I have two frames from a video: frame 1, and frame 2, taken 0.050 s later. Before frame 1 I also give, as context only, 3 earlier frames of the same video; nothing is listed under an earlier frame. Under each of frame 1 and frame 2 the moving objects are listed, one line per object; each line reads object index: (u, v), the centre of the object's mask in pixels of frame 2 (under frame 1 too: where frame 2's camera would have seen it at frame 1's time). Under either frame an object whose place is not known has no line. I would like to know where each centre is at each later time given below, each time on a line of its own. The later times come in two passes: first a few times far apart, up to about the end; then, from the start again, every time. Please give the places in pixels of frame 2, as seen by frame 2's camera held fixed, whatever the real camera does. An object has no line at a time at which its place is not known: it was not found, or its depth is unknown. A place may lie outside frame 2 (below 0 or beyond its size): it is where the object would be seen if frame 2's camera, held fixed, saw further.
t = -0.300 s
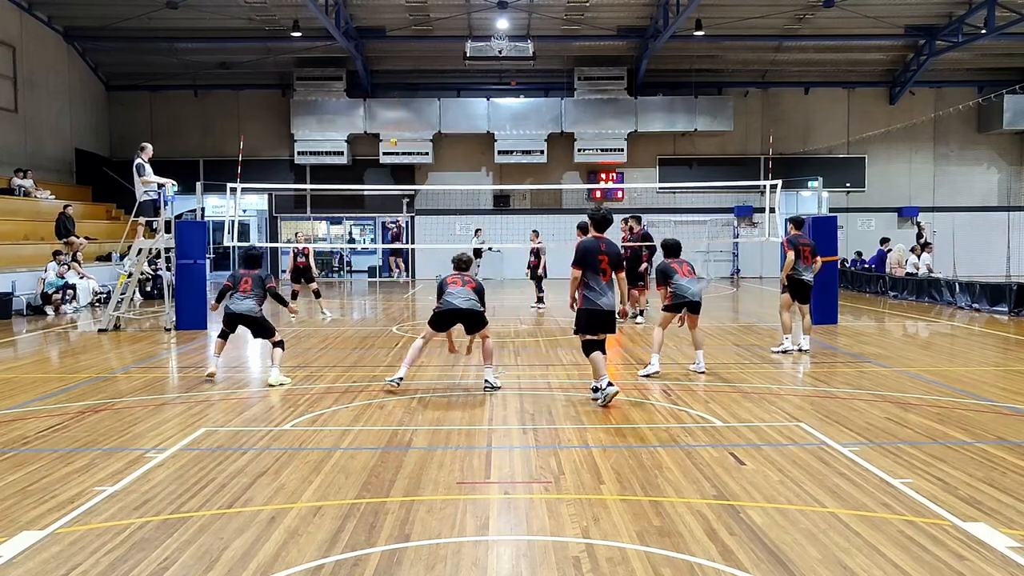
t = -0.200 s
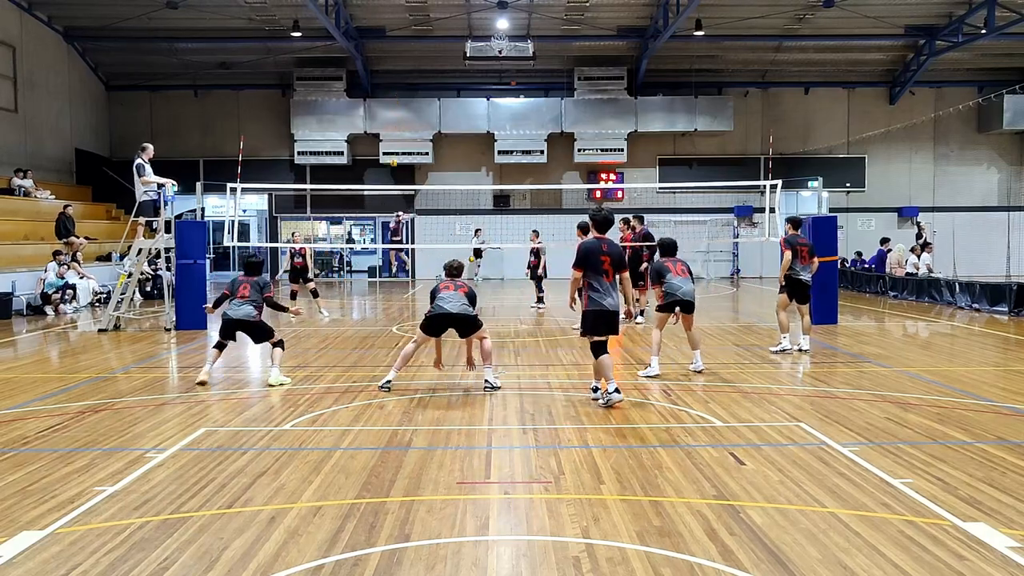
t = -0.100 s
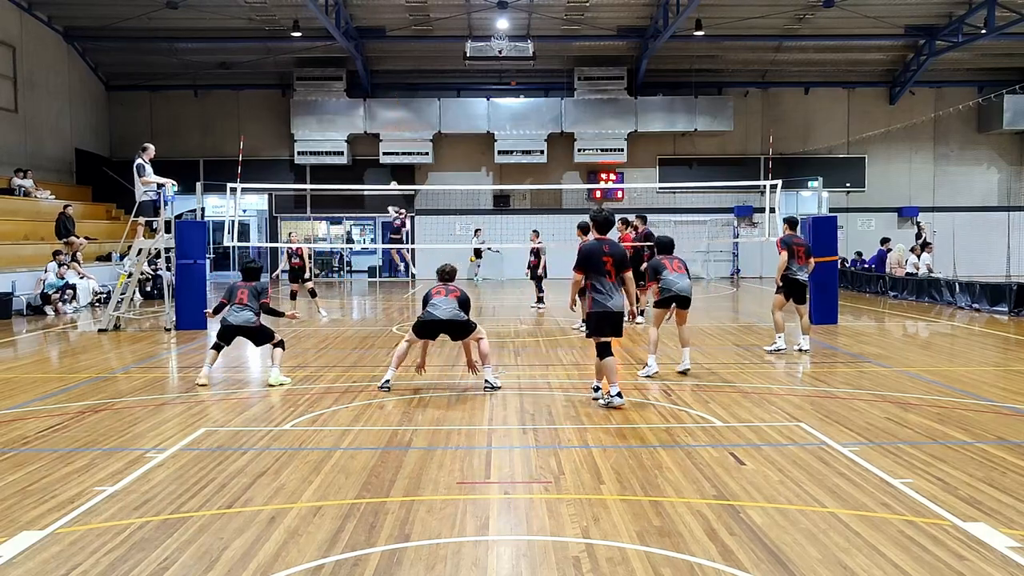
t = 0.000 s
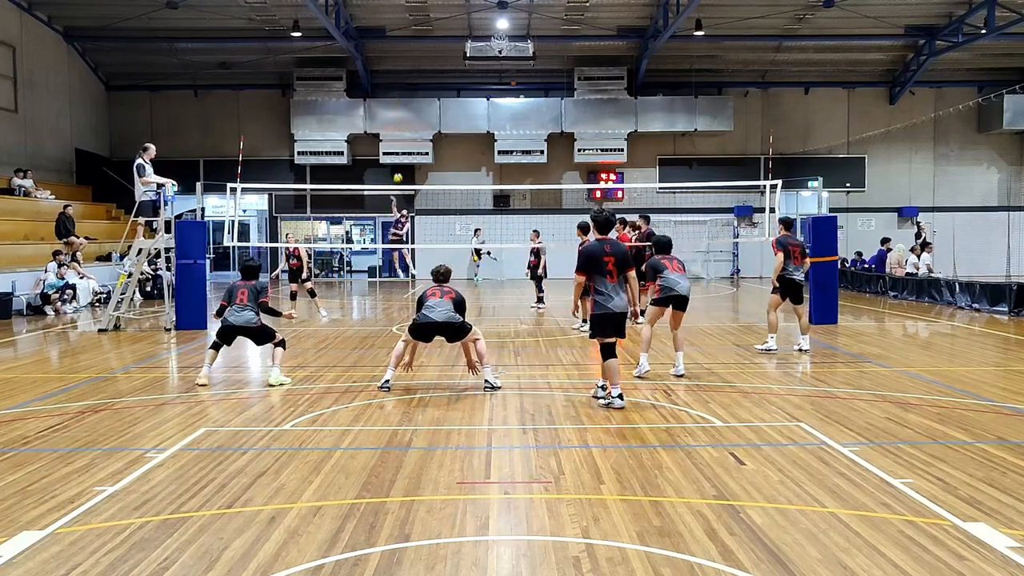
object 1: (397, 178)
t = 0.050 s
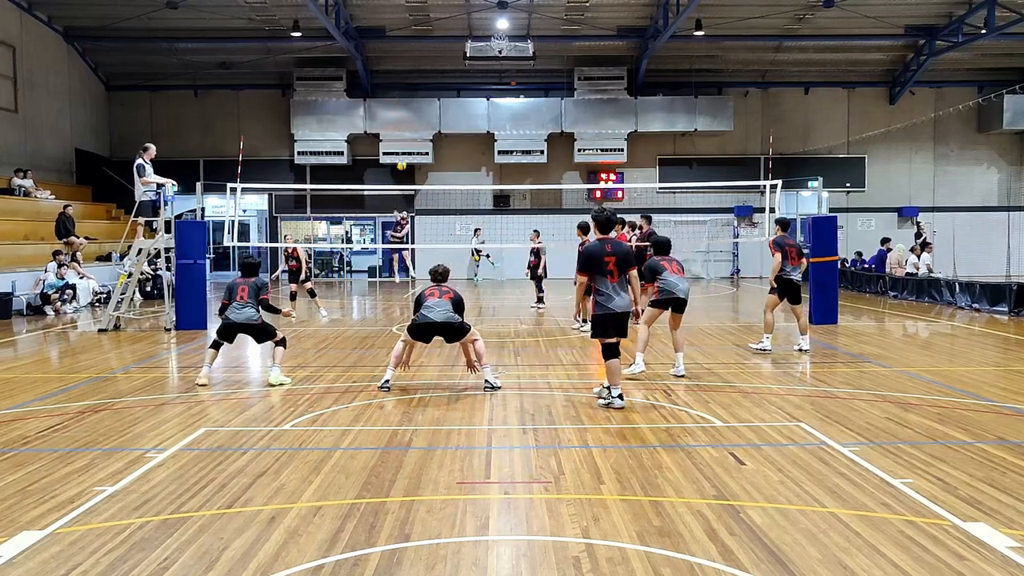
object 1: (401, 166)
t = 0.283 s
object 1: (428, 120)
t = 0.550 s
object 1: (483, 103)
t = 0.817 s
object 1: (583, 157)
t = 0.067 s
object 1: (403, 162)
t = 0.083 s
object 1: (404, 157)
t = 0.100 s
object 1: (406, 155)
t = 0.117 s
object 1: (406, 151)
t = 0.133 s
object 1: (409, 146)
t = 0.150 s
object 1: (411, 143)
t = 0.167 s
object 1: (413, 139)
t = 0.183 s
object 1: (415, 137)
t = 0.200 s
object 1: (417, 134)
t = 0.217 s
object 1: (419, 130)
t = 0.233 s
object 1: (421, 127)
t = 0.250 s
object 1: (423, 125)
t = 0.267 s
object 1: (426, 122)
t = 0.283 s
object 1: (428, 120)
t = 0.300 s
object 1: (431, 118)
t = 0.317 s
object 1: (433, 115)
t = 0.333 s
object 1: (436, 113)
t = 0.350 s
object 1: (439, 111)
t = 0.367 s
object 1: (442, 109)
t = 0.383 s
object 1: (445, 108)
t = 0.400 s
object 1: (448, 107)
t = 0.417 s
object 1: (451, 105)
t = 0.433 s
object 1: (455, 104)
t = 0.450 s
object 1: (459, 104)
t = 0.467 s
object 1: (462, 103)
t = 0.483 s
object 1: (466, 103)
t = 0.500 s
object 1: (470, 102)
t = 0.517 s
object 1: (474, 102)
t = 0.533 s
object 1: (478, 103)
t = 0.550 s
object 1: (483, 103)
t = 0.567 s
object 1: (487, 104)
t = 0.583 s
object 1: (492, 106)
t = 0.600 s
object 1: (497, 108)
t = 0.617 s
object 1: (503, 108)
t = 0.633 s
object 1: (508, 111)
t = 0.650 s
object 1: (514, 113)
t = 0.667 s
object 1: (519, 115)
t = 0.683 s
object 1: (525, 118)
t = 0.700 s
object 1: (532, 121)
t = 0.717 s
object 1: (538, 124)
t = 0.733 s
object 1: (546, 129)
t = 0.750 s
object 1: (553, 134)
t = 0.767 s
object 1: (560, 139)
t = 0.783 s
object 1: (567, 144)
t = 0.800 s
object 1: (575, 150)
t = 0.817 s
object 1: (583, 157)
